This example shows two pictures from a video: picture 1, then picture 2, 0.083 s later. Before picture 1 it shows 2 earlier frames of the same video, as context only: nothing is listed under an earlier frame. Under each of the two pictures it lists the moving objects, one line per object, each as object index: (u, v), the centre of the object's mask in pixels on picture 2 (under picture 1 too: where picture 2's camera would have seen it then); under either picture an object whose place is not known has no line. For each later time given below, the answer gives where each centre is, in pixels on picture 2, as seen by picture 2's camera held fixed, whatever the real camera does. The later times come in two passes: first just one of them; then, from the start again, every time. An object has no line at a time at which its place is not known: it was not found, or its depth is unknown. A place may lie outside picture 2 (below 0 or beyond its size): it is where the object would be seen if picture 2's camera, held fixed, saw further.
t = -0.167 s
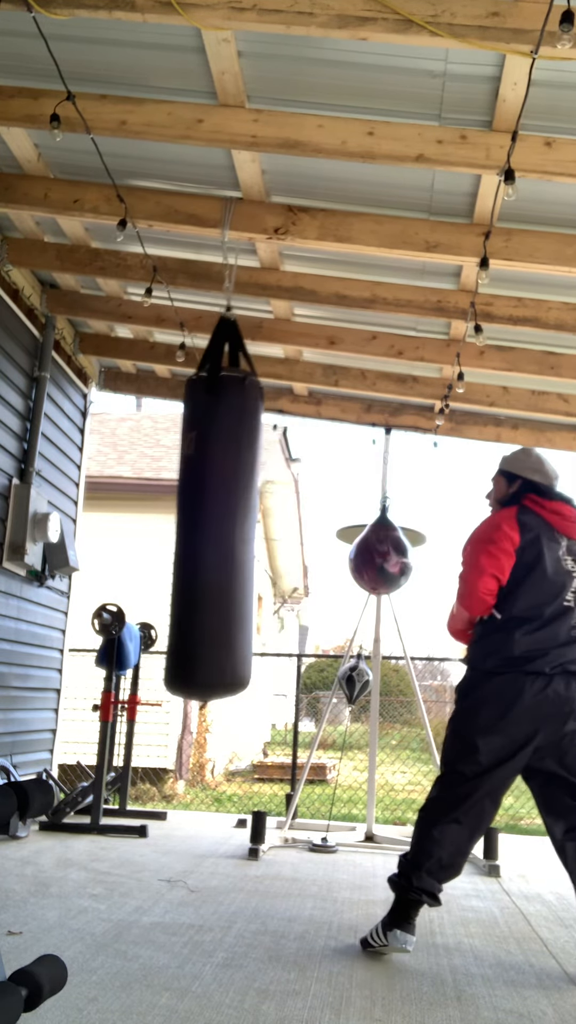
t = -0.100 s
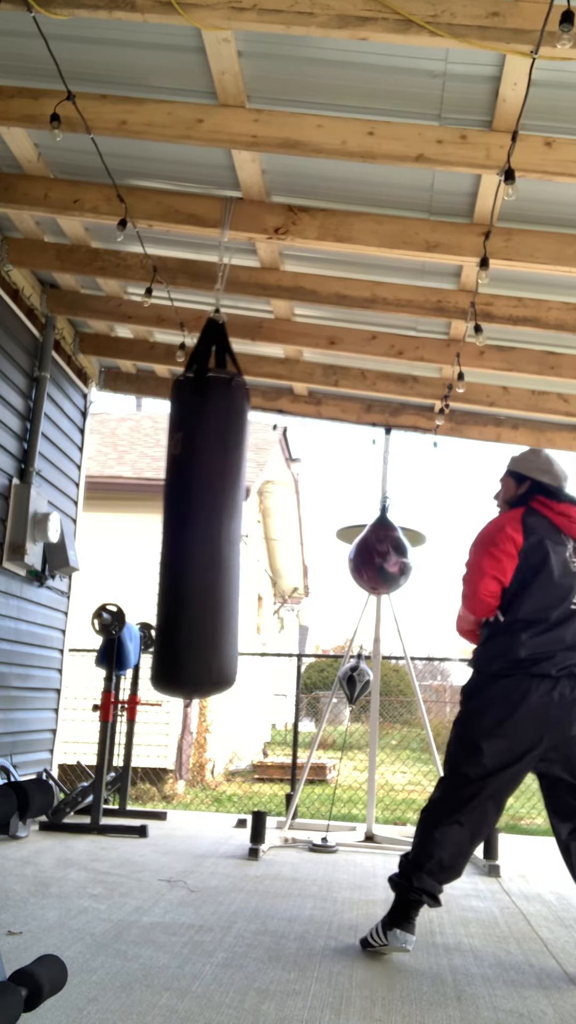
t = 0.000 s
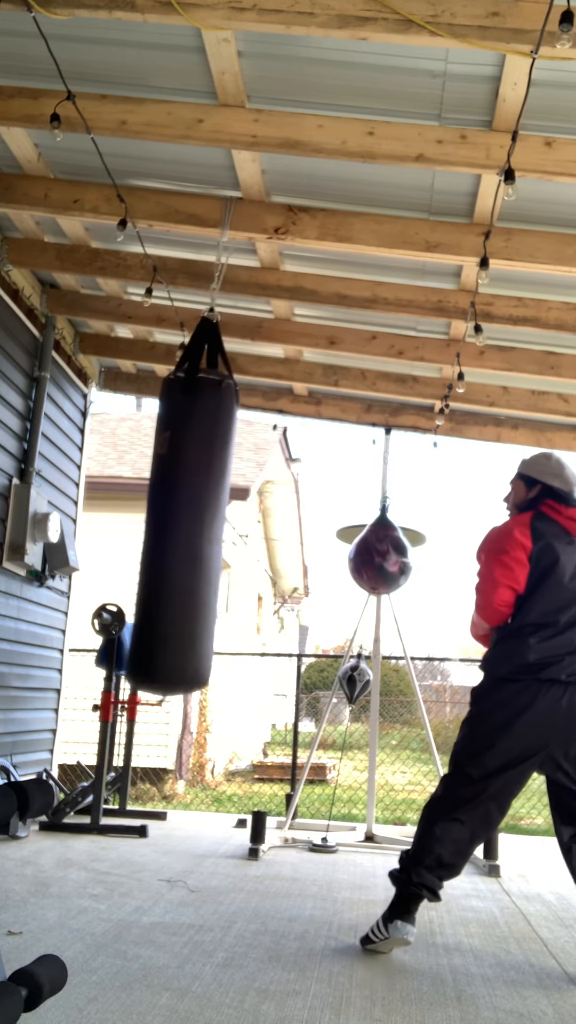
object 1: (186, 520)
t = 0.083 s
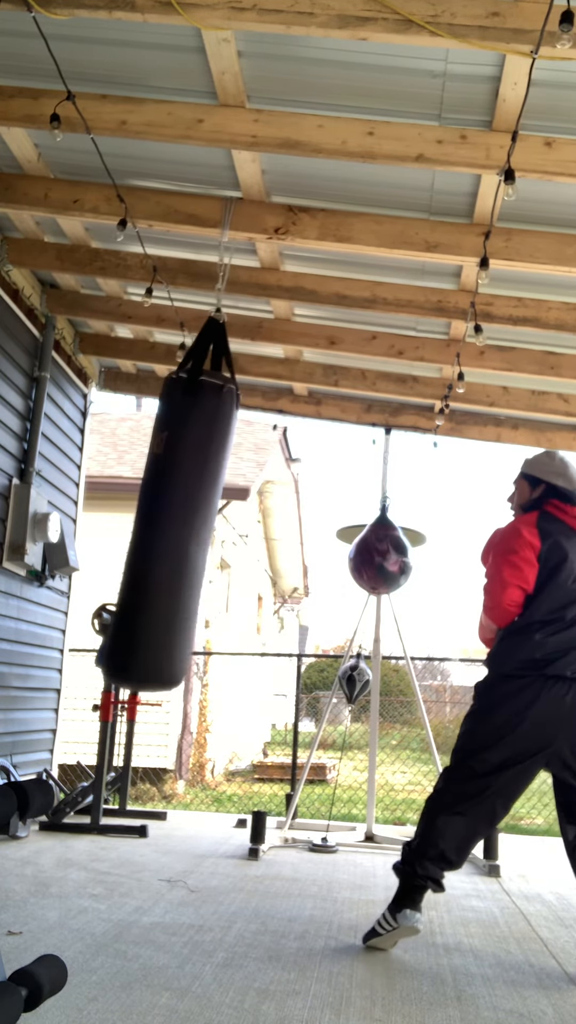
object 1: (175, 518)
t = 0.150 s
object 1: (168, 515)
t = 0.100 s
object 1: (174, 518)
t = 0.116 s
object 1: (172, 517)
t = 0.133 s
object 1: (170, 516)
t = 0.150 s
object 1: (168, 515)
